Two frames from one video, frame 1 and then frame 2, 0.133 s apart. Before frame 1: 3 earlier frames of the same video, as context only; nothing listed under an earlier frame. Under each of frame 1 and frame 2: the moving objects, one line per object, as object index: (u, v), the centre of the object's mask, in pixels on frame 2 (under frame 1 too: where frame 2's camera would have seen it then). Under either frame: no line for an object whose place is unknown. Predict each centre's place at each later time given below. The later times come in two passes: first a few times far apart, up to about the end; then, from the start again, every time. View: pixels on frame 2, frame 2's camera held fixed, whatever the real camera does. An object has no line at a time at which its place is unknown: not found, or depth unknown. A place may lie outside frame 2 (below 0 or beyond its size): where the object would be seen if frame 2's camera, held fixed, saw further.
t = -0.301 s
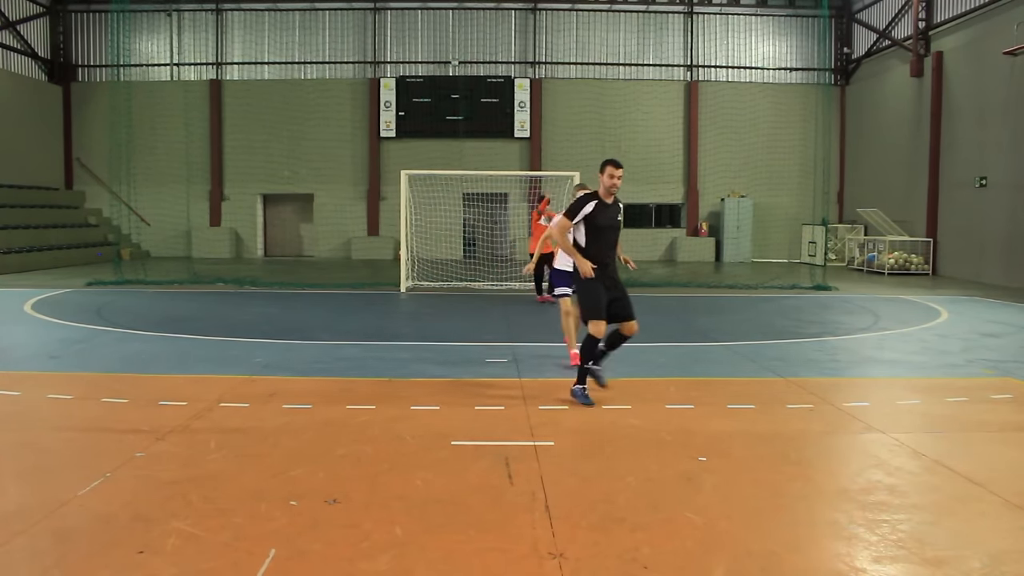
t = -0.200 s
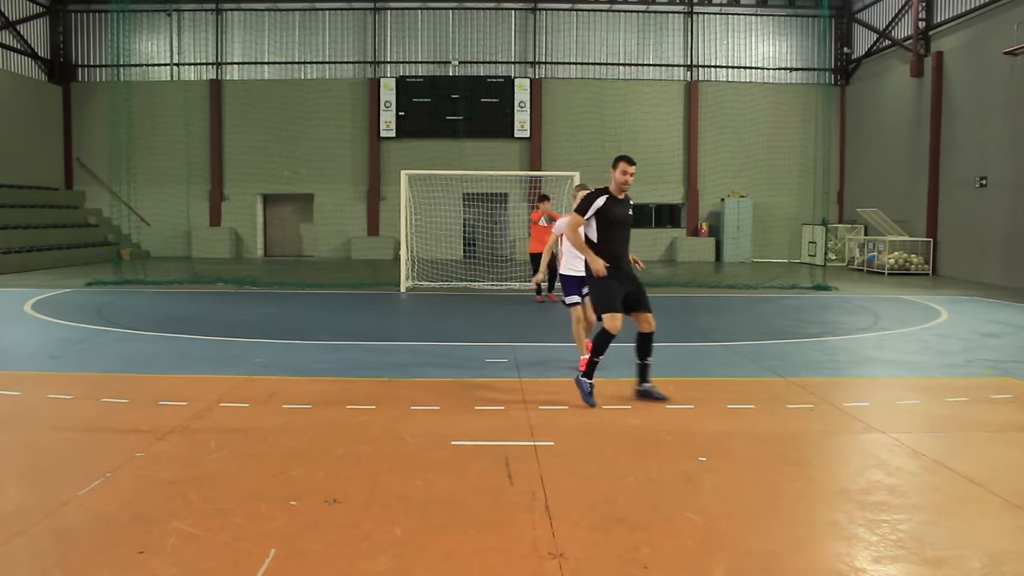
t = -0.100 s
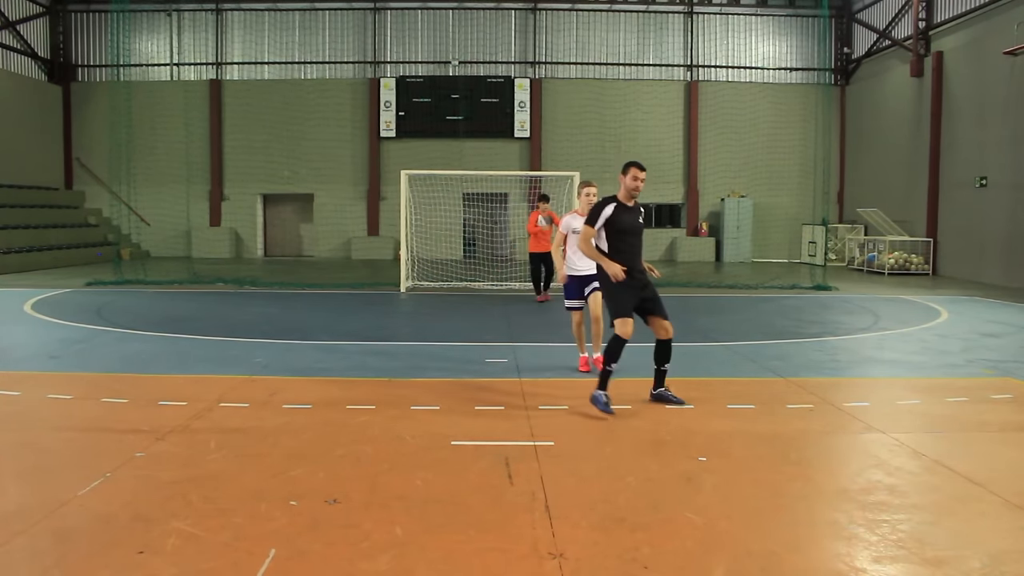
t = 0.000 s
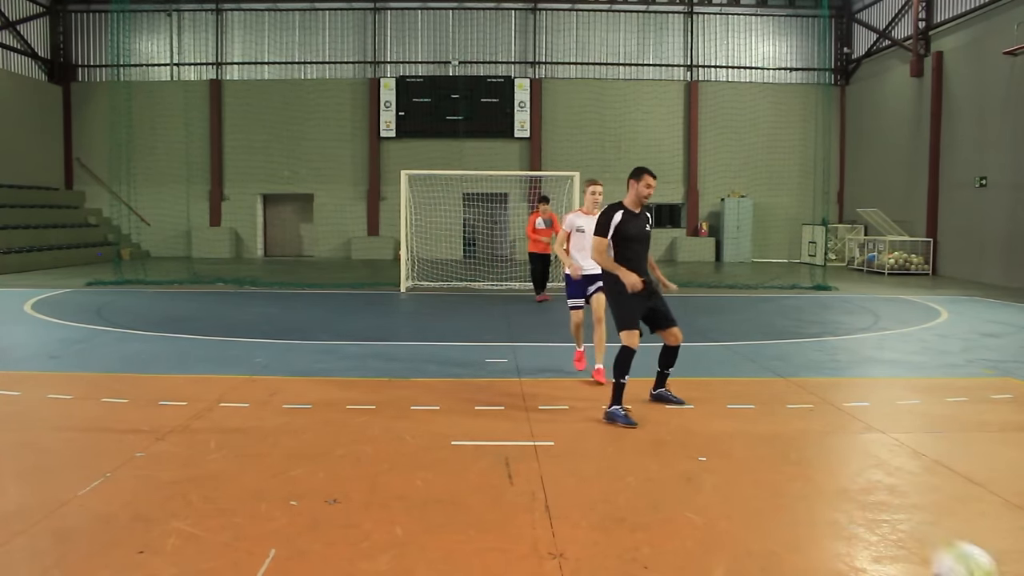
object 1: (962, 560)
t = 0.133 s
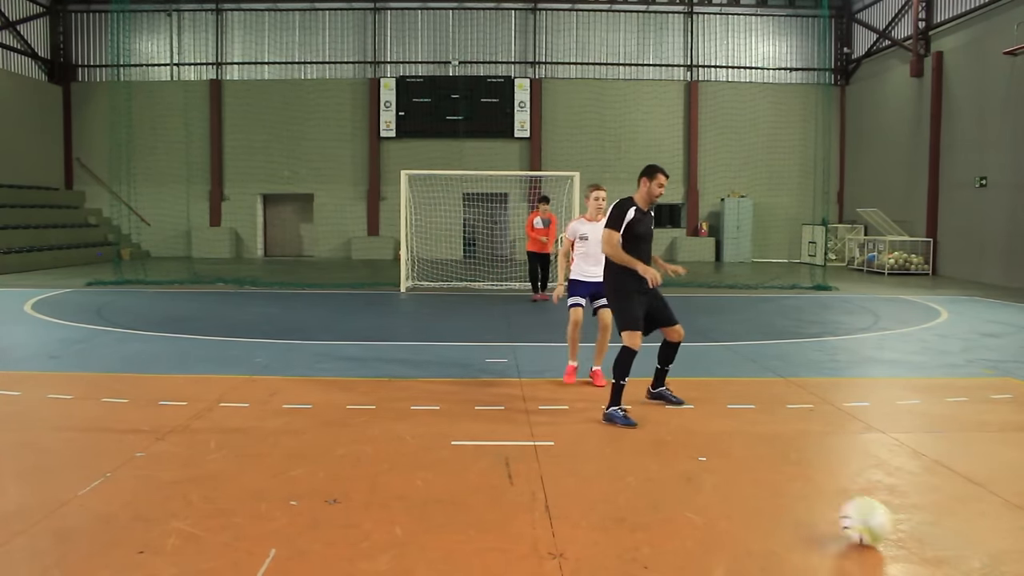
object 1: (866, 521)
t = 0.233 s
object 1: (809, 493)
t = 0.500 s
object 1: (702, 438)
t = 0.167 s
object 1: (845, 510)
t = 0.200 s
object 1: (826, 502)
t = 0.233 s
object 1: (809, 493)
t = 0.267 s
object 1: (793, 484)
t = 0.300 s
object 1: (778, 477)
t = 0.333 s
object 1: (763, 469)
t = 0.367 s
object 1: (749, 463)
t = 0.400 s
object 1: (736, 456)
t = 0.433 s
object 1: (724, 450)
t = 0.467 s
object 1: (712, 444)
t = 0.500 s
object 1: (702, 438)
